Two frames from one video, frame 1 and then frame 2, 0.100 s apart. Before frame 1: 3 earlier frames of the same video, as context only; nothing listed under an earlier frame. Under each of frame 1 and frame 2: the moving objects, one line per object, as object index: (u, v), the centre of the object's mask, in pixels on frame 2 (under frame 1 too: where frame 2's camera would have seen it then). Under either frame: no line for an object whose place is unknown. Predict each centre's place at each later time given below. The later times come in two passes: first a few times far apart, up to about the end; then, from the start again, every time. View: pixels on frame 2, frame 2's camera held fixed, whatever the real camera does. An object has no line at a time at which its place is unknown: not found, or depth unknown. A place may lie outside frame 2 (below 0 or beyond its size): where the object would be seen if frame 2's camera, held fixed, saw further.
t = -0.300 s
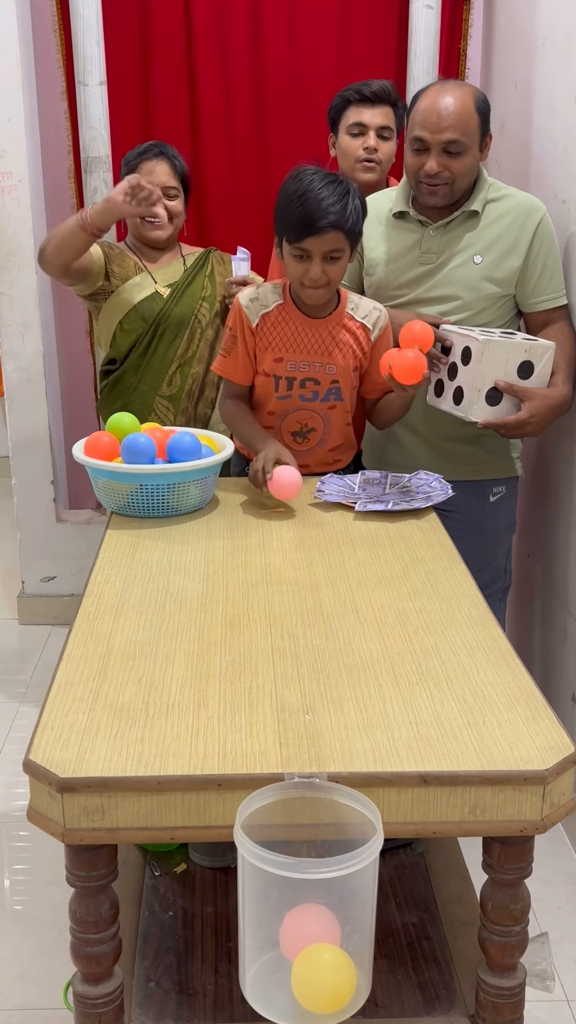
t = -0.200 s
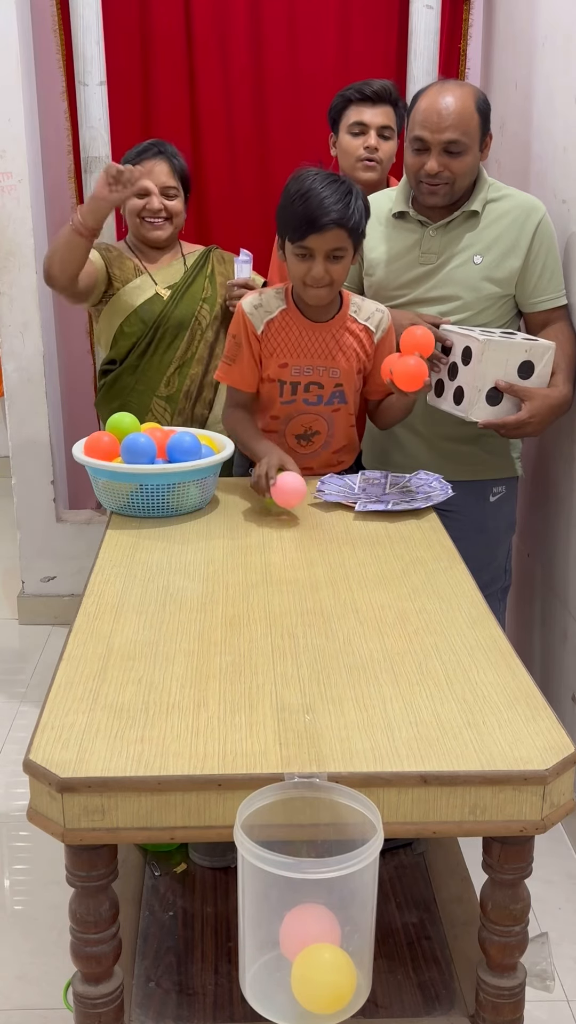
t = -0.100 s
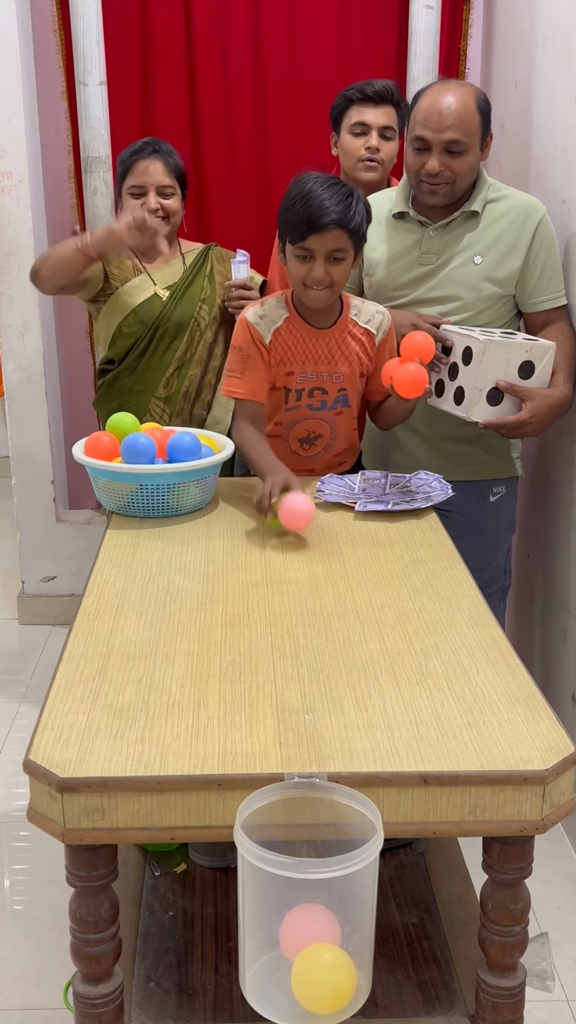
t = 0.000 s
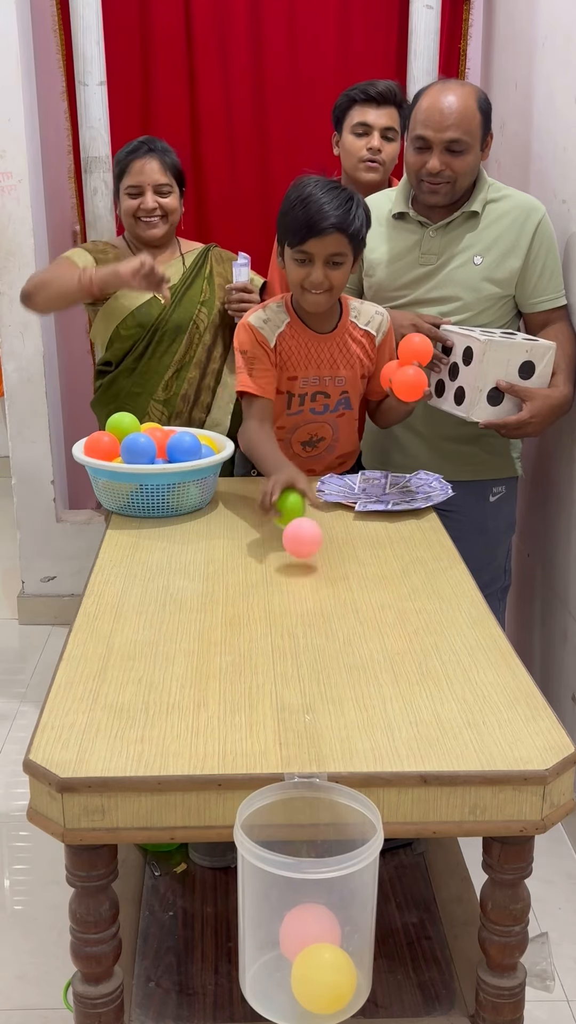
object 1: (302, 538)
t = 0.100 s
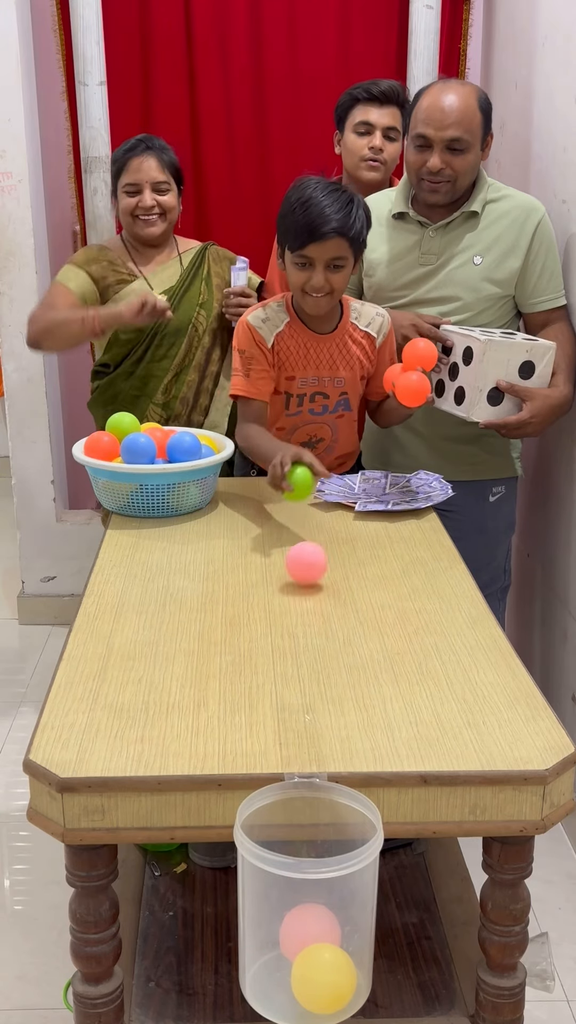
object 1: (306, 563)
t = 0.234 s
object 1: (309, 587)
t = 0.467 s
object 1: (309, 639)
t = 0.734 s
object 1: (306, 707)
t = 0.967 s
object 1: (303, 821)
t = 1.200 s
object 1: (274, 912)
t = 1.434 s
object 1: (272, 931)
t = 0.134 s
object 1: (307, 565)
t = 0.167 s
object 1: (308, 573)
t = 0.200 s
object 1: (309, 583)
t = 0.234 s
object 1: (309, 587)
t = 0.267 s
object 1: (310, 597)
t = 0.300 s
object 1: (310, 601)
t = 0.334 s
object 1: (309, 610)
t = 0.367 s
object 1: (310, 616)
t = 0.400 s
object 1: (309, 624)
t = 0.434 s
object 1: (310, 630)
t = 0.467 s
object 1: (309, 639)
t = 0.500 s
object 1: (309, 648)
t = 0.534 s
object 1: (308, 656)
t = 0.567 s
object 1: (308, 664)
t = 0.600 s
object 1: (308, 672)
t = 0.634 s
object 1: (308, 680)
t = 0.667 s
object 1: (307, 689)
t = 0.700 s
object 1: (307, 698)
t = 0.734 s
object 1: (306, 707)
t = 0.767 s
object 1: (306, 717)
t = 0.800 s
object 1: (305, 727)
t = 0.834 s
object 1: (304, 737)
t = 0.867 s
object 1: (304, 748)
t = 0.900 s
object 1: (304, 763)
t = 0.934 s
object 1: (303, 789)
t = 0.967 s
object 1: (303, 821)
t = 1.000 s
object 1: (302, 866)
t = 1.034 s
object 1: (300, 917)
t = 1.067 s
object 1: (295, 915)
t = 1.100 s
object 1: (288, 905)
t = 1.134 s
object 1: (281, 903)
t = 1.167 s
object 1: (275, 909)
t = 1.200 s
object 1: (274, 912)
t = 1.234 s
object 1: (281, 918)
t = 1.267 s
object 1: (281, 918)
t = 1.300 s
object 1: (279, 920)
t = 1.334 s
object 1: (275, 924)
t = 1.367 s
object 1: (273, 928)
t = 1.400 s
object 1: (273, 930)
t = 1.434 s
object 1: (272, 931)
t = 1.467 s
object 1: (272, 931)
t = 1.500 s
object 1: (272, 931)
